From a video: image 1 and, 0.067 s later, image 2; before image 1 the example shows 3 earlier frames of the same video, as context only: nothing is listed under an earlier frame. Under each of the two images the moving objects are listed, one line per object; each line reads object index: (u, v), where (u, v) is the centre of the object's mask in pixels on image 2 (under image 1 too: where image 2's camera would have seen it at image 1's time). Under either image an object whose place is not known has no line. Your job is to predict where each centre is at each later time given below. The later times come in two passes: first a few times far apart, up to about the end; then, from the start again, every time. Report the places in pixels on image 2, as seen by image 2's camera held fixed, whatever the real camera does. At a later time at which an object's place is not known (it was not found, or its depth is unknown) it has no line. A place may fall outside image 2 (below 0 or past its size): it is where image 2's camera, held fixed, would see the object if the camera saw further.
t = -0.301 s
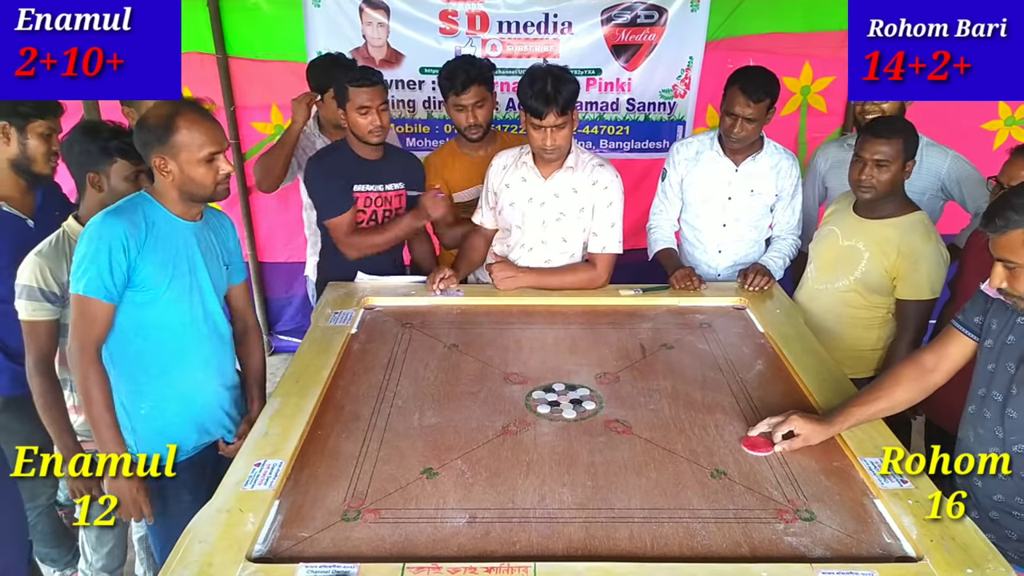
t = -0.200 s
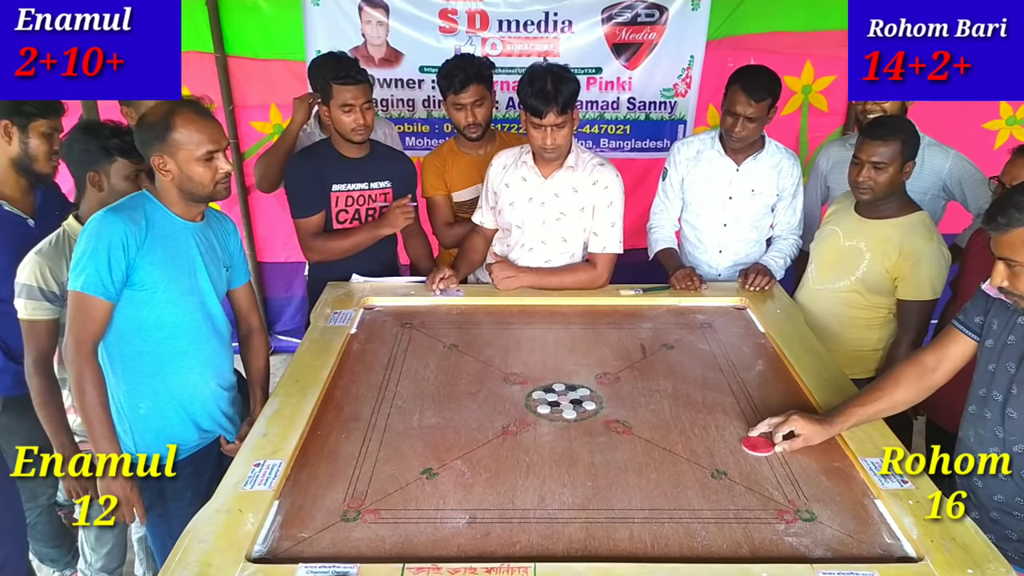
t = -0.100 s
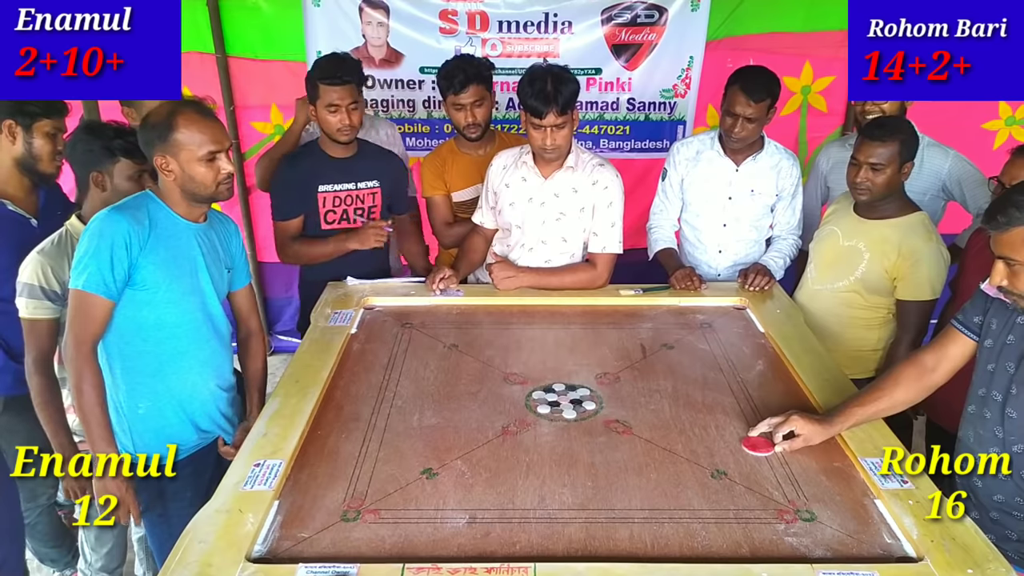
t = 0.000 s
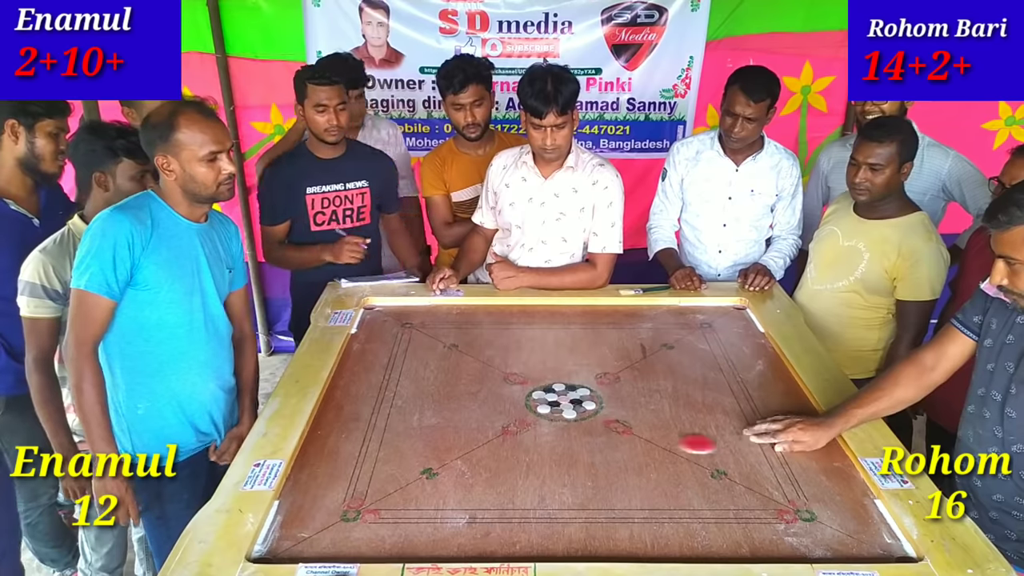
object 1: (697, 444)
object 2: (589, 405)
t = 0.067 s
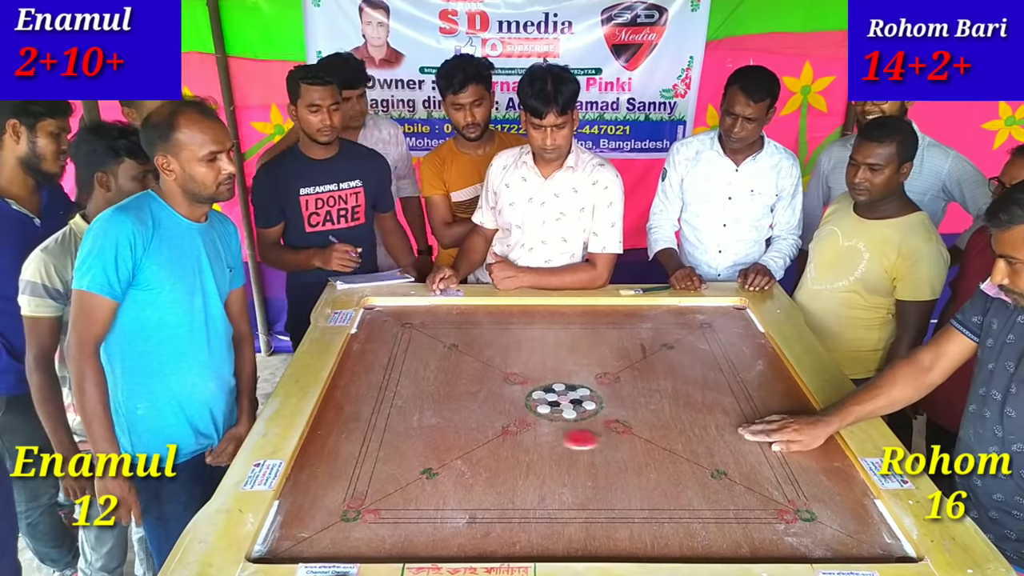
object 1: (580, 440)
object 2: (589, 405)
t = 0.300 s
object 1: (404, 426)
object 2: (589, 405)
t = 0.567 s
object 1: (642, 438)
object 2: (649, 398)
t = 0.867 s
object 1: (845, 477)
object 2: (758, 384)
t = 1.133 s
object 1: (772, 495)
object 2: (775, 377)
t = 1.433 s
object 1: (734, 501)
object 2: (769, 376)
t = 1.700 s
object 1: (732, 501)
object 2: (769, 376)
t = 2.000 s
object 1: (732, 501)
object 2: (769, 377)
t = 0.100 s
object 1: (523, 437)
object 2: (589, 405)
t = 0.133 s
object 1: (469, 435)
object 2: (589, 405)
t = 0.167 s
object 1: (415, 432)
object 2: (589, 405)
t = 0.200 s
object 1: (364, 430)
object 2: (589, 405)
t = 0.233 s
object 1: (331, 428)
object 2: (589, 405)
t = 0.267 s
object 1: (368, 427)
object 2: (589, 405)
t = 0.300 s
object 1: (404, 426)
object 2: (589, 405)
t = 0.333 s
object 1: (439, 425)
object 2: (589, 405)
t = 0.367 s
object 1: (474, 424)
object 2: (589, 405)
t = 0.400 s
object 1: (508, 422)
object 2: (589, 405)
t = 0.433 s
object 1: (540, 422)
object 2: (589, 405)
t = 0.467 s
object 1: (568, 425)
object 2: (599, 404)
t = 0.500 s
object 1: (593, 429)
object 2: (616, 402)
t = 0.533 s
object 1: (617, 433)
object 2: (633, 401)
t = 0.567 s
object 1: (642, 438)
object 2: (649, 398)
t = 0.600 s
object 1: (666, 443)
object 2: (664, 396)
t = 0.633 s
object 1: (690, 447)
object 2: (679, 395)
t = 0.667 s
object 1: (713, 452)
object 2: (692, 393)
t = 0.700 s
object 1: (737, 456)
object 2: (705, 391)
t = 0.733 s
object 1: (760, 461)
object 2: (717, 389)
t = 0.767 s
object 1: (783, 465)
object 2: (728, 388)
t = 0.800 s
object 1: (805, 469)
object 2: (739, 387)
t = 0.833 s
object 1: (827, 473)
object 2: (749, 386)
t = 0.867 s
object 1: (845, 477)
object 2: (758, 384)
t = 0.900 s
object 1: (834, 480)
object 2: (767, 383)
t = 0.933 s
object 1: (824, 483)
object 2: (775, 382)
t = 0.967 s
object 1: (813, 485)
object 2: (782, 381)
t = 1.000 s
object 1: (804, 487)
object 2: (788, 380)
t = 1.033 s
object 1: (796, 489)
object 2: (786, 379)
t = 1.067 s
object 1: (787, 492)
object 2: (782, 378)
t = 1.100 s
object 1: (779, 493)
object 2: (778, 378)
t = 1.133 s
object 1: (772, 495)
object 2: (775, 377)
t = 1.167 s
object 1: (765, 496)
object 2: (772, 377)
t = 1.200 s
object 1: (759, 497)
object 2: (770, 377)
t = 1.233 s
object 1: (754, 498)
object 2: (769, 377)
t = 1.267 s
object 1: (749, 499)
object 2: (769, 377)
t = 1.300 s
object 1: (745, 500)
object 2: (769, 377)
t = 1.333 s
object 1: (742, 500)
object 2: (769, 377)
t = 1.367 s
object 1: (738, 501)
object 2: (769, 377)
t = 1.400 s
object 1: (735, 501)
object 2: (769, 377)
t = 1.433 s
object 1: (734, 501)
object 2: (769, 376)
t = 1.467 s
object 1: (733, 501)
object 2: (769, 377)
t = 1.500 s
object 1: (732, 501)
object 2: (769, 377)
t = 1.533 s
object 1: (732, 501)
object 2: (769, 376)
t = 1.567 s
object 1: (731, 501)
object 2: (769, 376)
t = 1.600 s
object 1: (732, 501)
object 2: (769, 376)
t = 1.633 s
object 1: (732, 501)
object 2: (769, 377)
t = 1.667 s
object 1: (732, 501)
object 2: (769, 377)
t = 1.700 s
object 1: (732, 501)
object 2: (769, 376)
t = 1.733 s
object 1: (732, 501)
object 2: (769, 376)
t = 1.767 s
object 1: (732, 501)
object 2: (769, 376)
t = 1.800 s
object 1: (732, 501)
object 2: (769, 376)
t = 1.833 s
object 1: (732, 501)
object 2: (769, 377)
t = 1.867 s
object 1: (732, 501)
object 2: (769, 377)
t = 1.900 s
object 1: (731, 501)
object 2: (769, 376)
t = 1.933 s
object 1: (731, 501)
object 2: (769, 377)
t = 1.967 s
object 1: (732, 501)
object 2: (769, 377)
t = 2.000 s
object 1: (732, 501)
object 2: (769, 377)
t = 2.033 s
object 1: (732, 501)
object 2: (769, 377)
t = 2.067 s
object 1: (732, 501)
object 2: (769, 377)
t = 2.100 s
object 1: (731, 501)
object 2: (769, 377)
